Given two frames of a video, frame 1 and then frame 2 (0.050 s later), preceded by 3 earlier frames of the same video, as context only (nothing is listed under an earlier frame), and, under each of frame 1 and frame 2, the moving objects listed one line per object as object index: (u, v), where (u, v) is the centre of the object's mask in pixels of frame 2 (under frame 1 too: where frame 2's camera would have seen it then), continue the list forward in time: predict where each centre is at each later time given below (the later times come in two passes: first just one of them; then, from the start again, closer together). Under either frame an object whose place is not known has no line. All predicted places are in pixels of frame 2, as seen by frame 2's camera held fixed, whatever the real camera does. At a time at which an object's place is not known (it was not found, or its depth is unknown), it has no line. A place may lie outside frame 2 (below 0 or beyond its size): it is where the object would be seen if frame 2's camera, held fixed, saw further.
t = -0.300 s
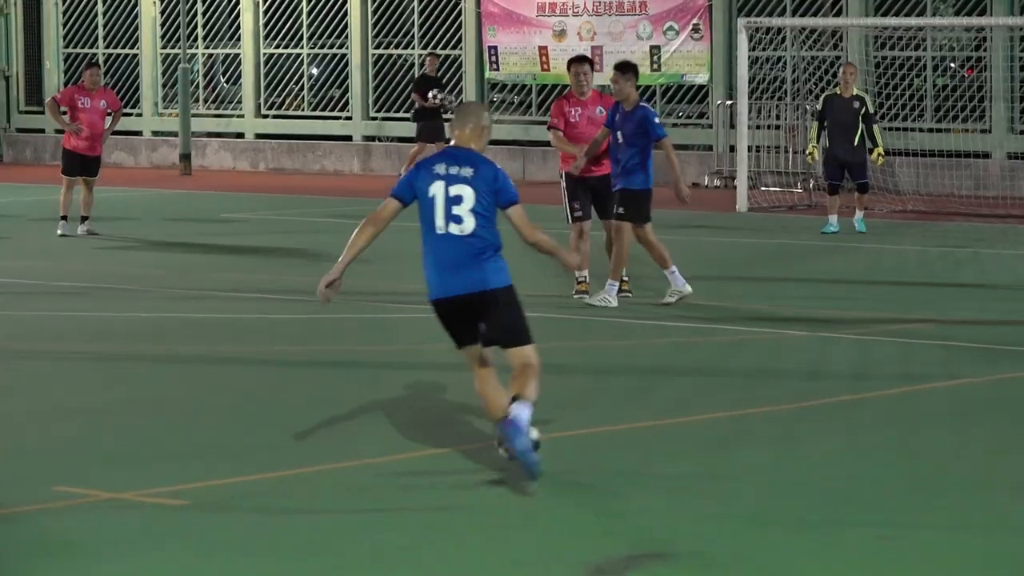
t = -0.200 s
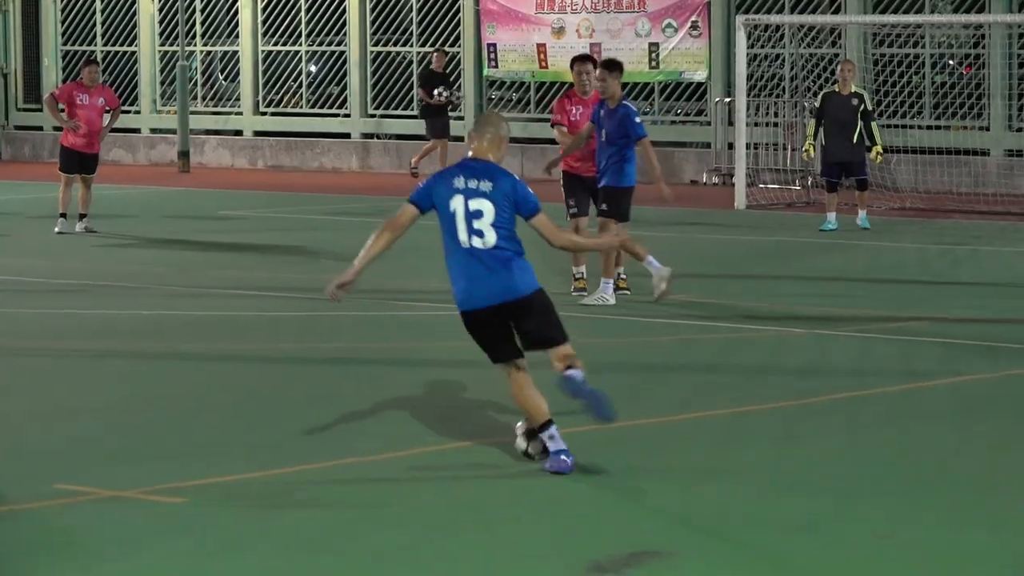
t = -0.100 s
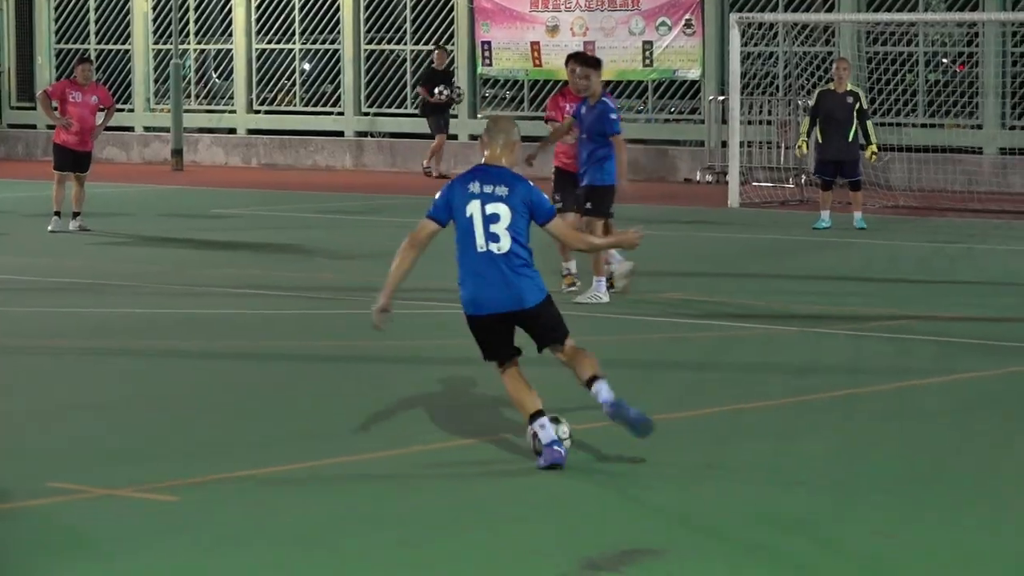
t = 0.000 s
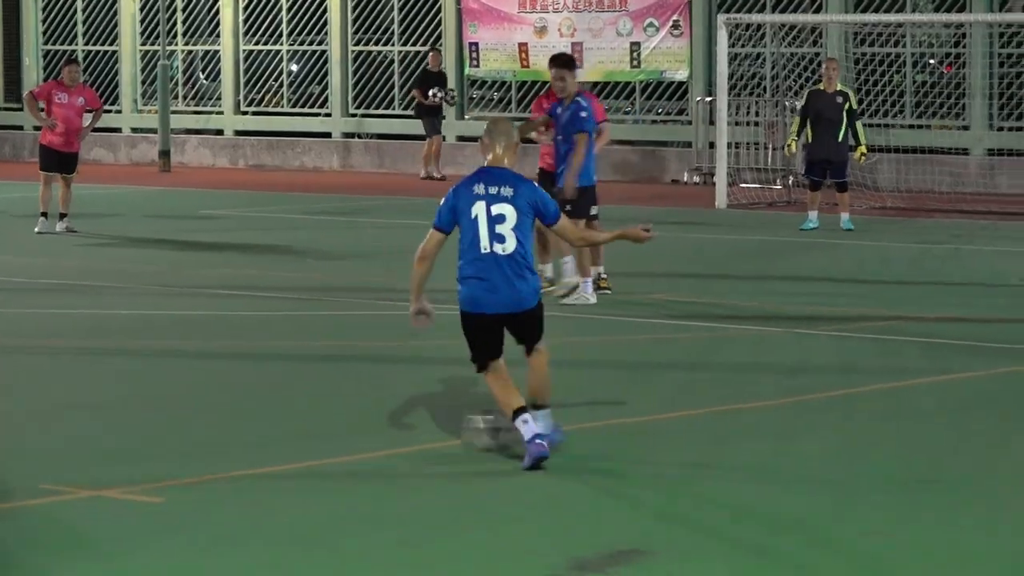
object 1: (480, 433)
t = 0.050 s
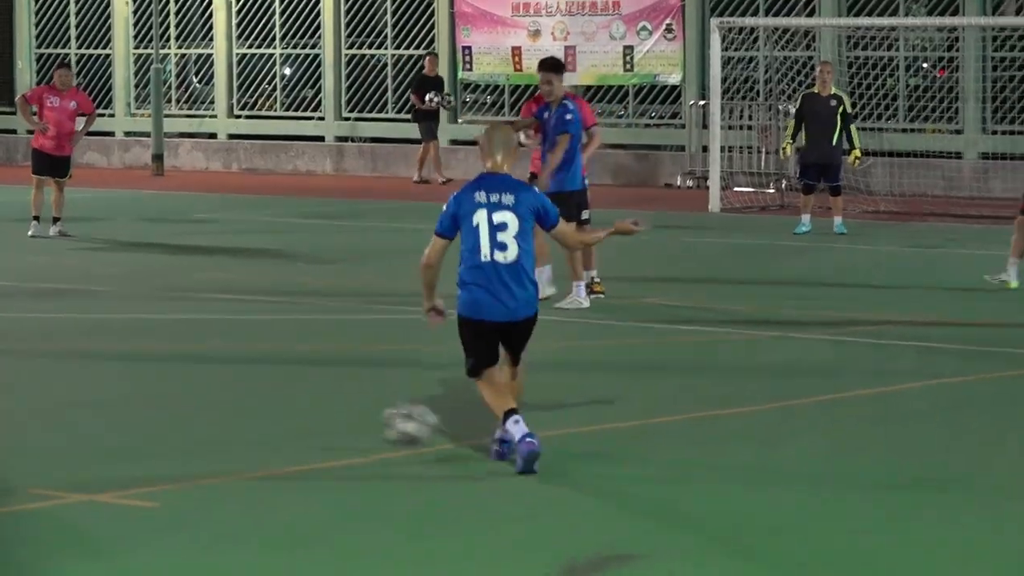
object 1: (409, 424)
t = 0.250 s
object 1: (158, 398)
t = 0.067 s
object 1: (385, 421)
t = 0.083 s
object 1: (360, 420)
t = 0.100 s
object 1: (338, 418)
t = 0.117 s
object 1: (313, 415)
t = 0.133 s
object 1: (292, 415)
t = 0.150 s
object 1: (272, 411)
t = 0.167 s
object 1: (251, 407)
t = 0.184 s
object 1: (232, 403)
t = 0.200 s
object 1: (212, 401)
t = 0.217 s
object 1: (193, 400)
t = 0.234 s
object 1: (176, 398)
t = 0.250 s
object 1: (158, 398)
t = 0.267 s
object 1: (144, 397)
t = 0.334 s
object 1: (78, 388)
